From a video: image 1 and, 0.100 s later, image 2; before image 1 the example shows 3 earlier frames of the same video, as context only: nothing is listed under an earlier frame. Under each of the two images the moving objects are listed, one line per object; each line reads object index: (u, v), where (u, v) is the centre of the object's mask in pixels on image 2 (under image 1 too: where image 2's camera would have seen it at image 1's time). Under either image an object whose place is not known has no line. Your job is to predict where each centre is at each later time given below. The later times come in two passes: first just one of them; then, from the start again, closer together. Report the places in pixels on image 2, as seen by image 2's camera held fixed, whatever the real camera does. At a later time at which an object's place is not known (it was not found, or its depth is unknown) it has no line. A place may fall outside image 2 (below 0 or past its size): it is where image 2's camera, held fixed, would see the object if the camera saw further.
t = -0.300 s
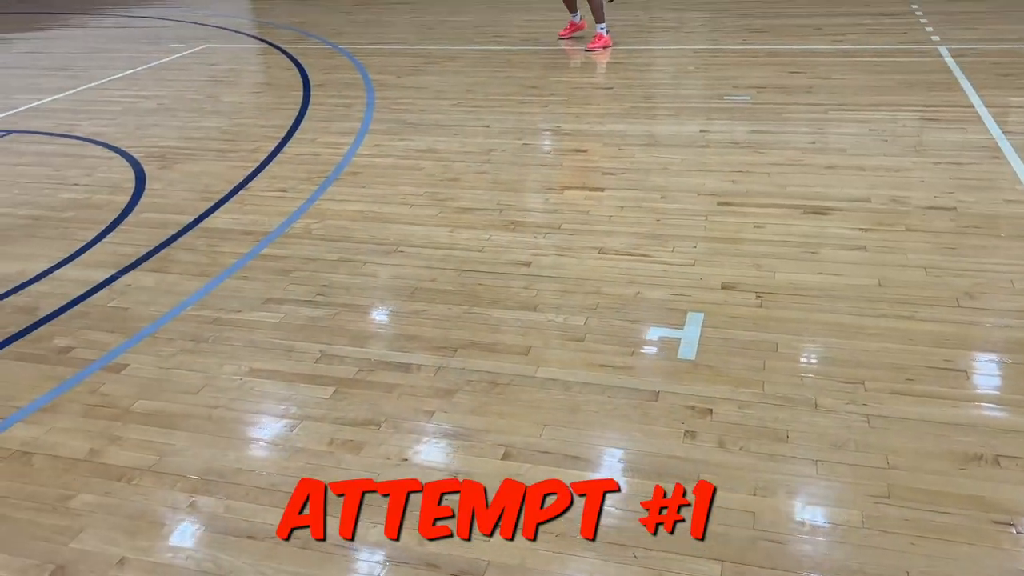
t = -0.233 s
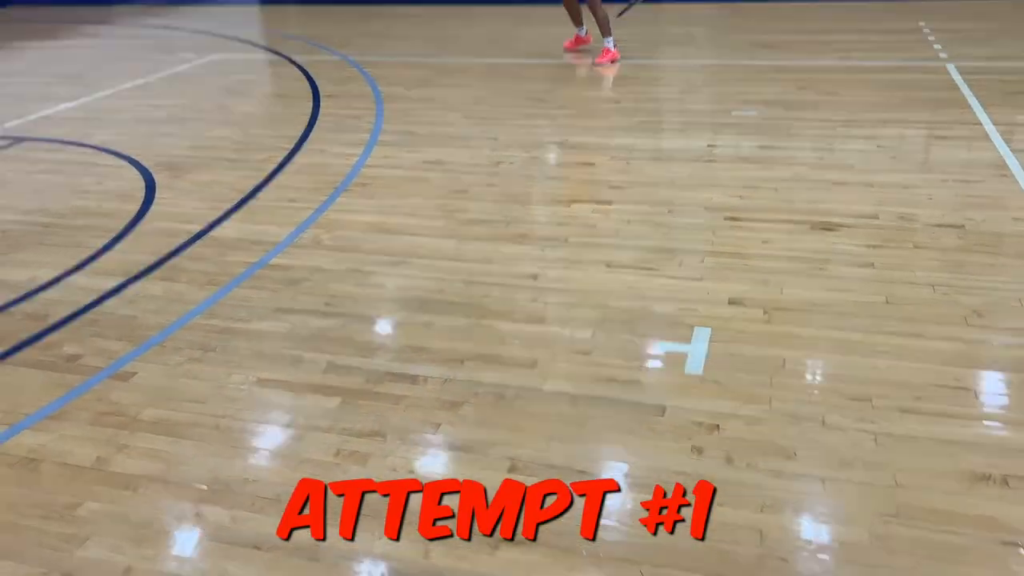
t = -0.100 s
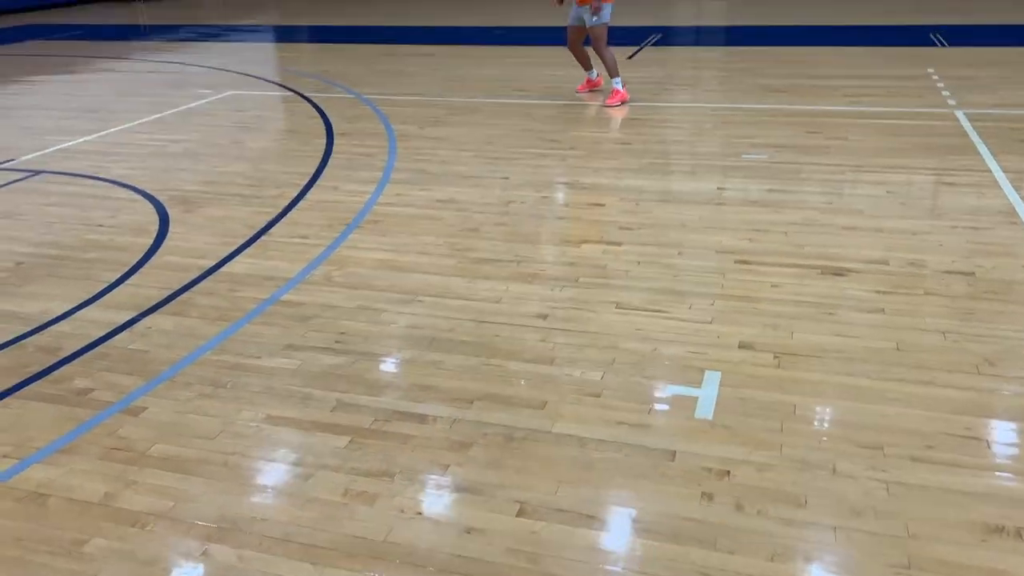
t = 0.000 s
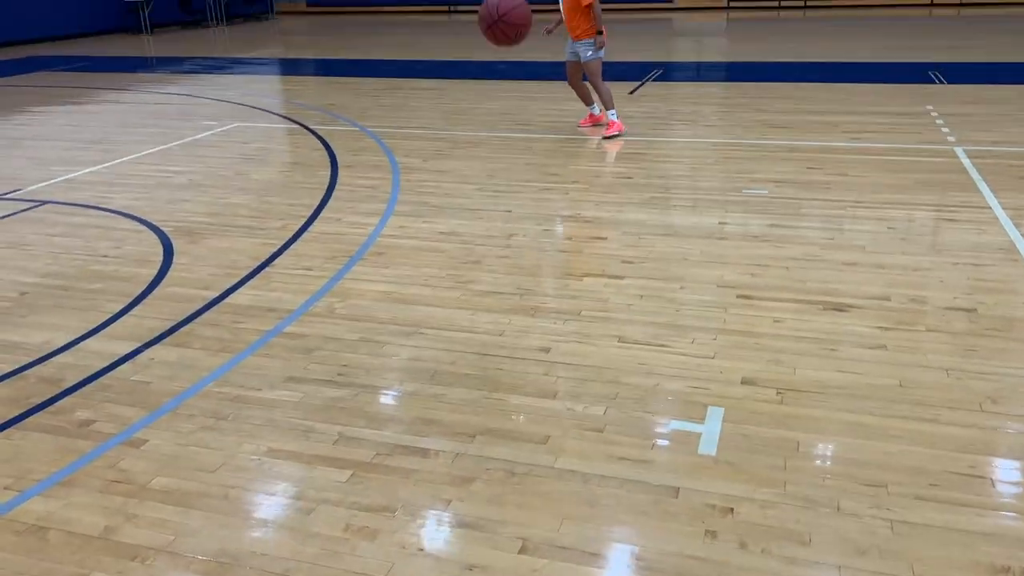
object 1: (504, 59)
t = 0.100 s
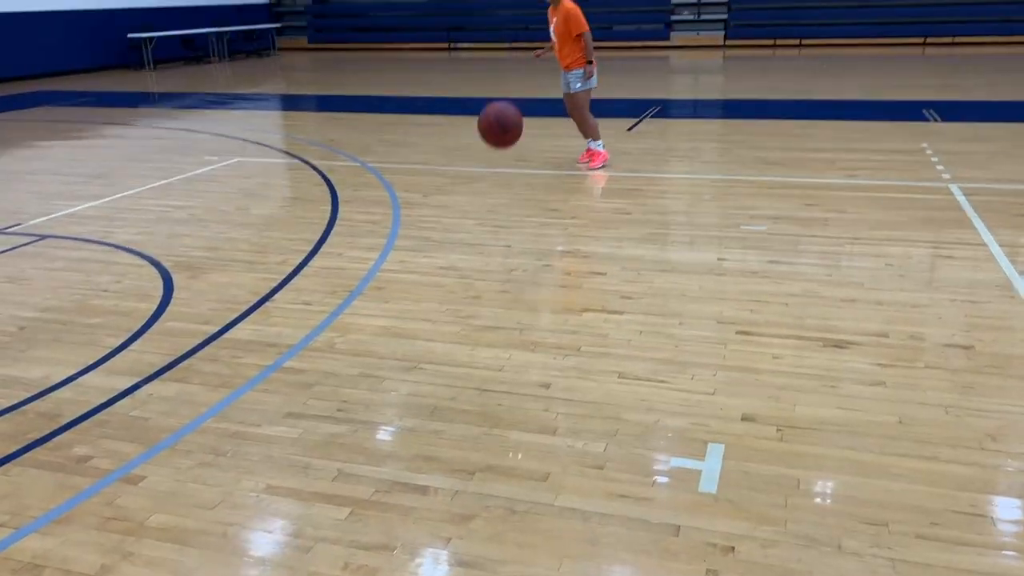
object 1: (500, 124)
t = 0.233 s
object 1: (496, 215)
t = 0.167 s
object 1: (498, 170)
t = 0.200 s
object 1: (497, 192)
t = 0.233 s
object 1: (496, 215)
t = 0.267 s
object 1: (495, 205)
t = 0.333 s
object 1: (494, 156)
